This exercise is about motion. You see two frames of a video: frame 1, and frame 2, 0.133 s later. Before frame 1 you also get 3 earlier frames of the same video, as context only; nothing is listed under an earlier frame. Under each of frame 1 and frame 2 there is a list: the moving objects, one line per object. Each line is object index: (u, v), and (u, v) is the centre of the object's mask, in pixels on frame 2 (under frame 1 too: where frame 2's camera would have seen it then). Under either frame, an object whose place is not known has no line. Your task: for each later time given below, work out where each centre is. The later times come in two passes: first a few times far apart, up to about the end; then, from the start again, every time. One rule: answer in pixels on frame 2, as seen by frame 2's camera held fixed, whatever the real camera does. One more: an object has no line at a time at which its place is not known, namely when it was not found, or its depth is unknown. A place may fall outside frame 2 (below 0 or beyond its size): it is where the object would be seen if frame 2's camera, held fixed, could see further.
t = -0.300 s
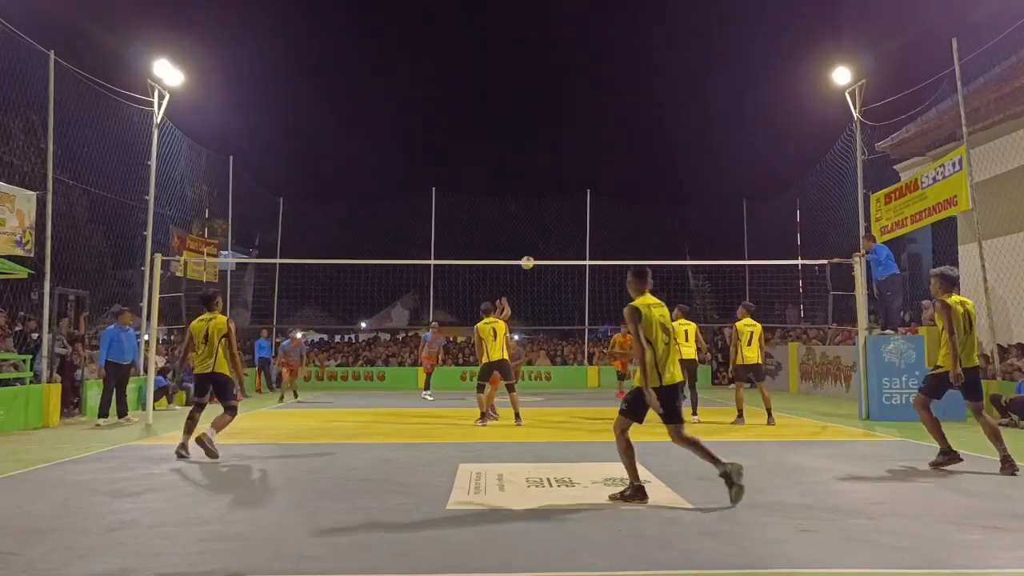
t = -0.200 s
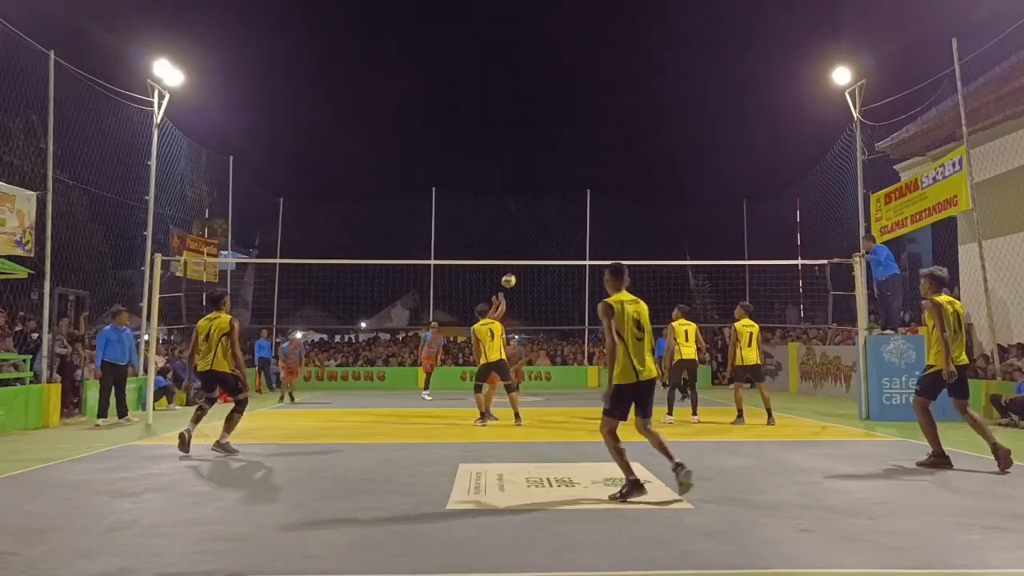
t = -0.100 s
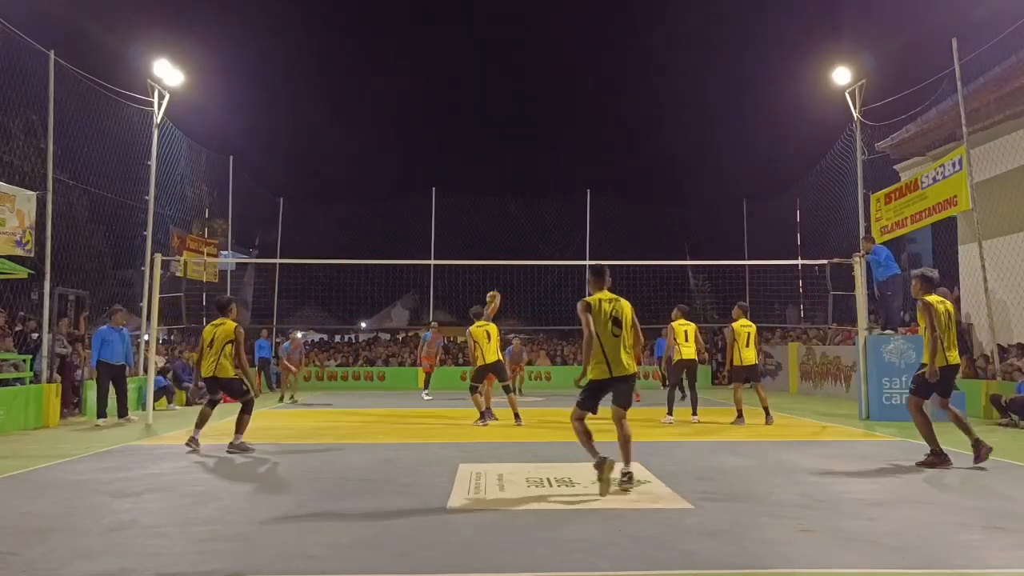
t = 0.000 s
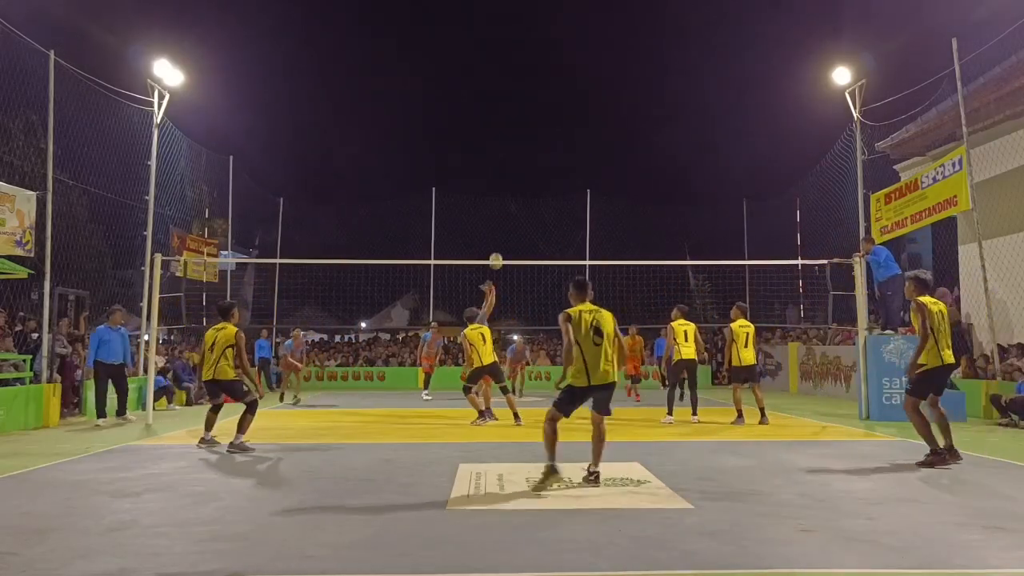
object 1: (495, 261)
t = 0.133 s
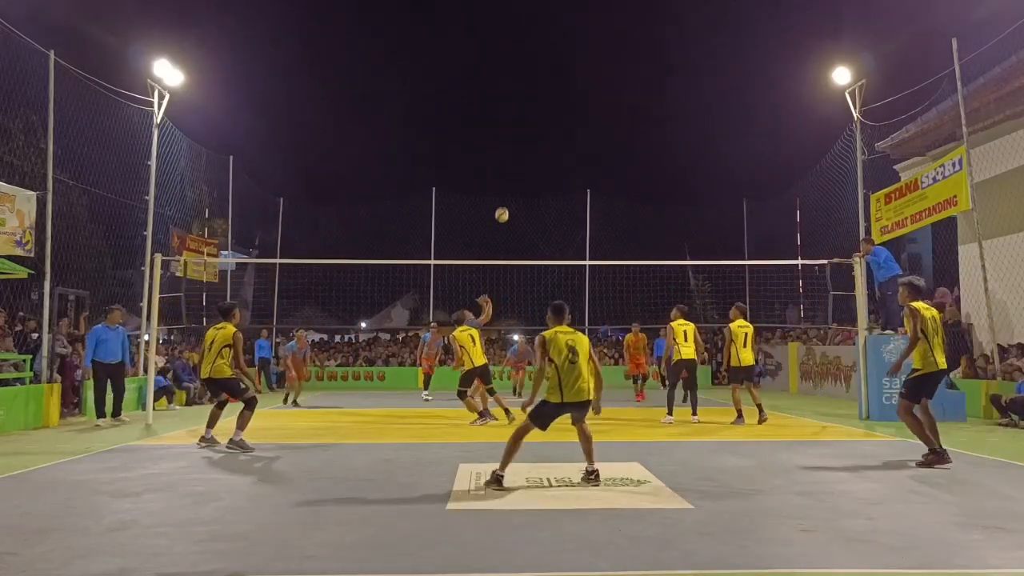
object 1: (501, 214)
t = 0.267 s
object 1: (507, 180)
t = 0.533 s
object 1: (517, 146)
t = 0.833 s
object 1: (528, 157)
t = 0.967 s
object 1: (532, 178)
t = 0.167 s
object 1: (503, 205)
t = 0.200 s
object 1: (505, 196)
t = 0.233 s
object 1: (506, 188)
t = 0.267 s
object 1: (507, 180)
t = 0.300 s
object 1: (509, 174)
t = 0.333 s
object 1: (510, 168)
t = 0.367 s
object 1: (511, 163)
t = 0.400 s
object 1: (512, 158)
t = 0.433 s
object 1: (514, 154)
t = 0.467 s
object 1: (515, 151)
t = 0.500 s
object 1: (516, 148)
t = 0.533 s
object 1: (517, 146)
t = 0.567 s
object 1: (518, 145)
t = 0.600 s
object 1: (520, 144)
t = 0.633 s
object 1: (521, 144)
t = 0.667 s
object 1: (522, 145)
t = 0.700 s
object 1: (523, 146)
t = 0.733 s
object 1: (524, 148)
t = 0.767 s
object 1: (525, 150)
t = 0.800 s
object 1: (526, 153)
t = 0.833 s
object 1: (528, 157)
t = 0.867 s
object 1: (529, 161)
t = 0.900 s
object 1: (530, 166)
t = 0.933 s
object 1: (531, 172)
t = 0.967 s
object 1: (532, 178)
